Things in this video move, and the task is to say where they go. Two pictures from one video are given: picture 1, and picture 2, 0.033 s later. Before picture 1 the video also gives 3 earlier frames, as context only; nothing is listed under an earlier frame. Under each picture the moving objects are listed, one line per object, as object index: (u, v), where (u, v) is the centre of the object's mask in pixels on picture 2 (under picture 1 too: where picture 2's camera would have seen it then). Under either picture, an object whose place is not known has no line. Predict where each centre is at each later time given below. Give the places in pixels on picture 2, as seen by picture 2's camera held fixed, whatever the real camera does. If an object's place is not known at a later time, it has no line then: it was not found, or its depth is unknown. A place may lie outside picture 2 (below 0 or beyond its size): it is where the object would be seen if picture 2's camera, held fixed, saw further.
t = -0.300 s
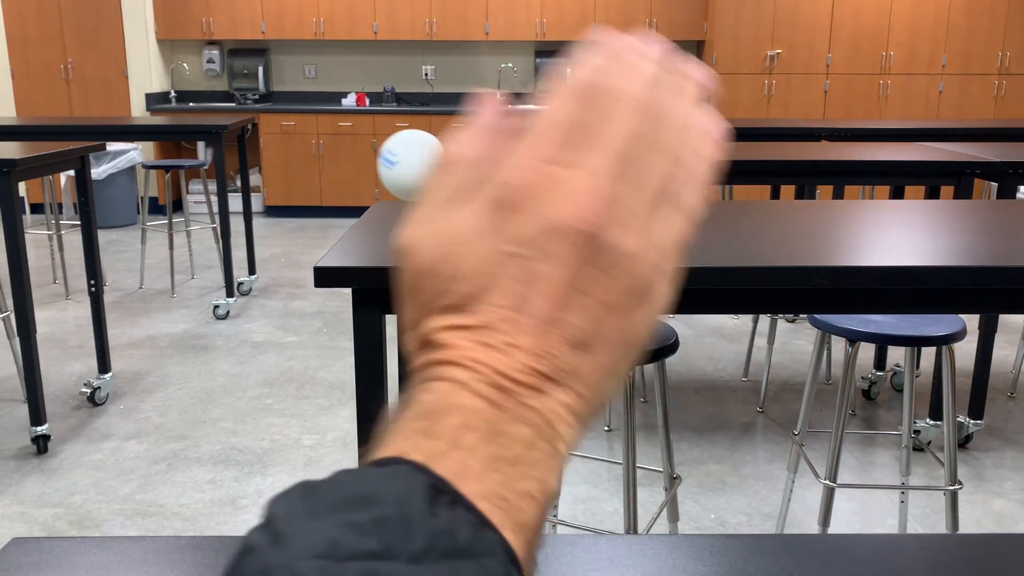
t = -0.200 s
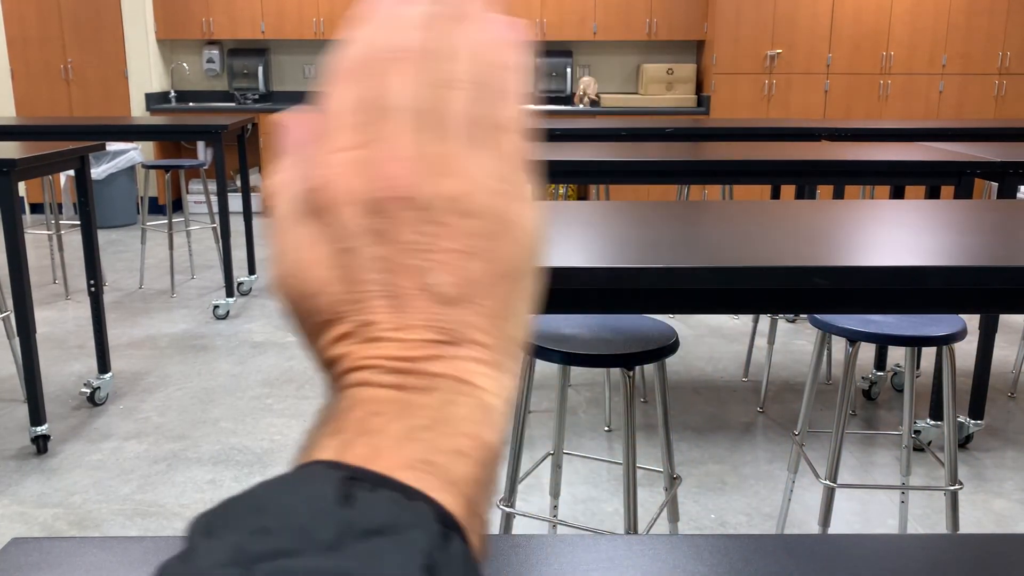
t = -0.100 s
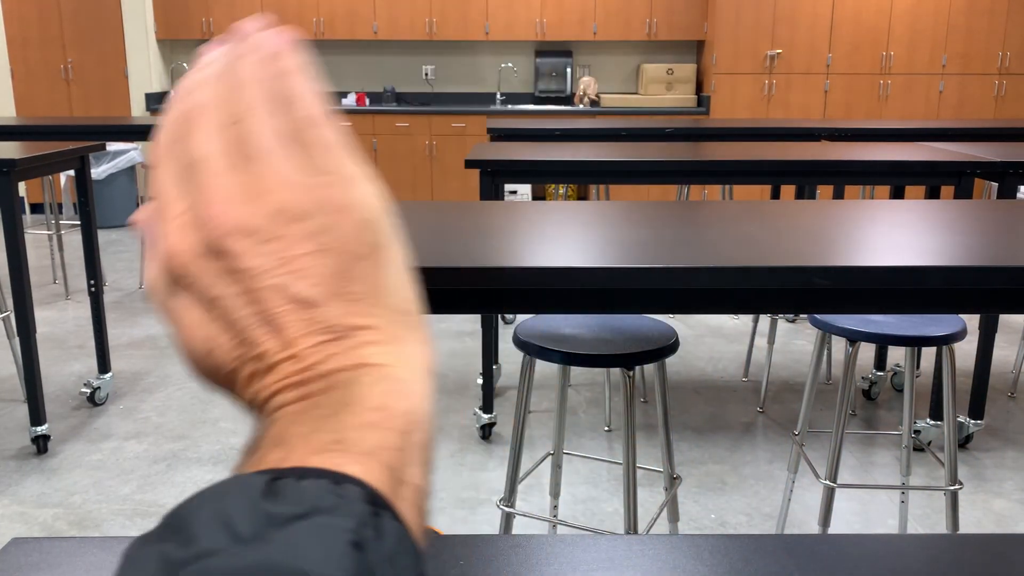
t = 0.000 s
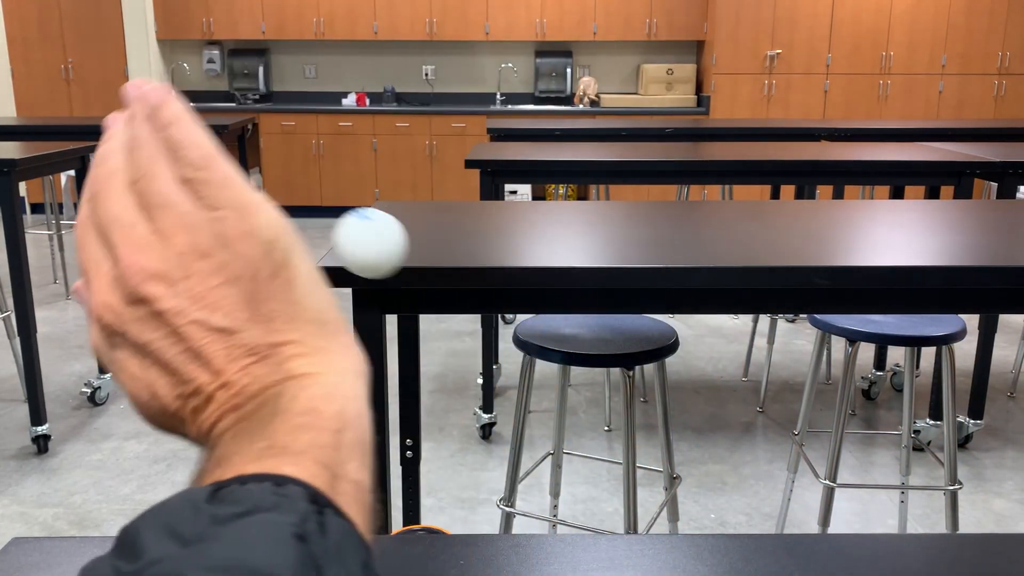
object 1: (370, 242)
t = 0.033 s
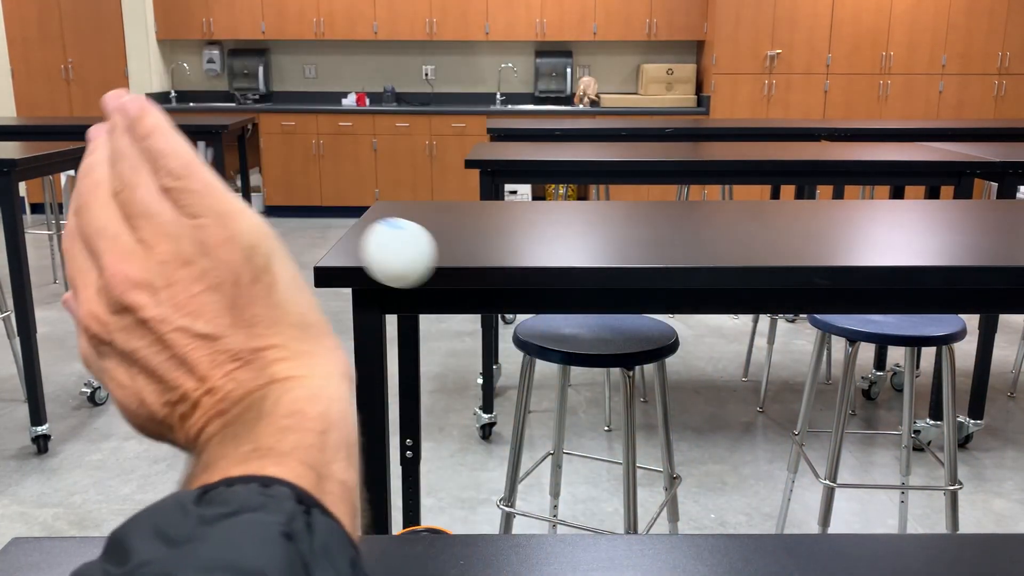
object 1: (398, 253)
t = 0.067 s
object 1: (427, 260)
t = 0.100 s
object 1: (450, 263)
